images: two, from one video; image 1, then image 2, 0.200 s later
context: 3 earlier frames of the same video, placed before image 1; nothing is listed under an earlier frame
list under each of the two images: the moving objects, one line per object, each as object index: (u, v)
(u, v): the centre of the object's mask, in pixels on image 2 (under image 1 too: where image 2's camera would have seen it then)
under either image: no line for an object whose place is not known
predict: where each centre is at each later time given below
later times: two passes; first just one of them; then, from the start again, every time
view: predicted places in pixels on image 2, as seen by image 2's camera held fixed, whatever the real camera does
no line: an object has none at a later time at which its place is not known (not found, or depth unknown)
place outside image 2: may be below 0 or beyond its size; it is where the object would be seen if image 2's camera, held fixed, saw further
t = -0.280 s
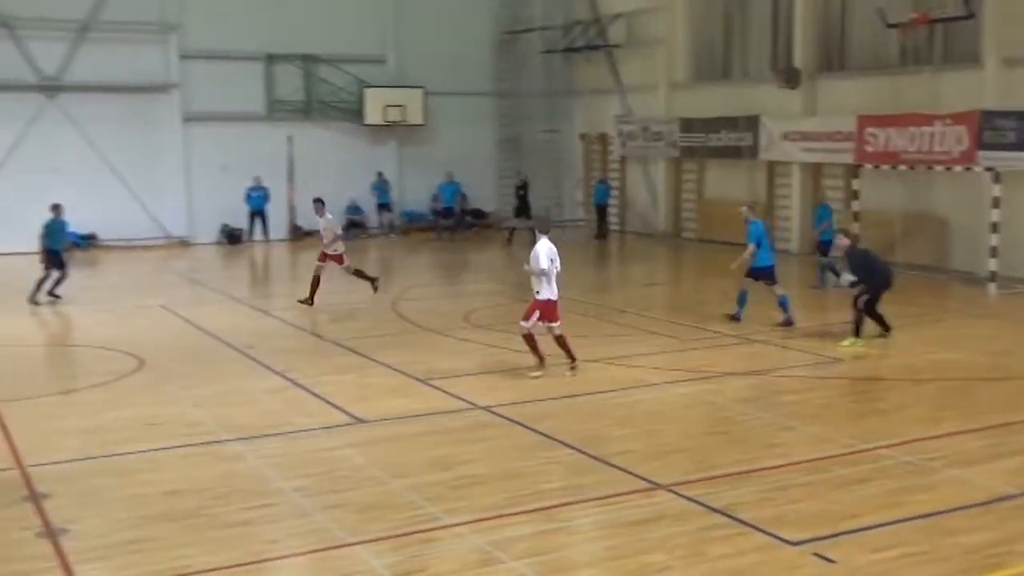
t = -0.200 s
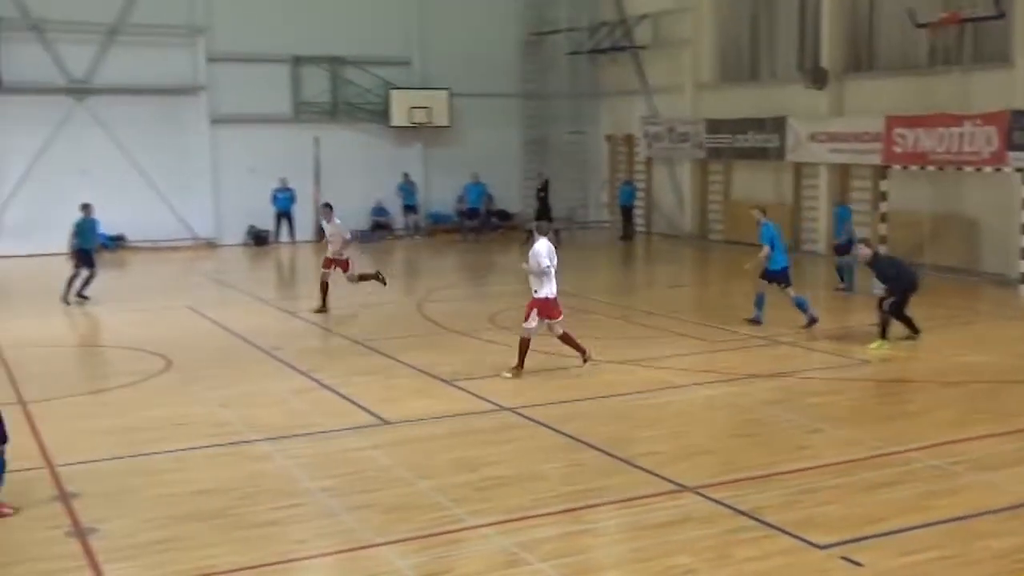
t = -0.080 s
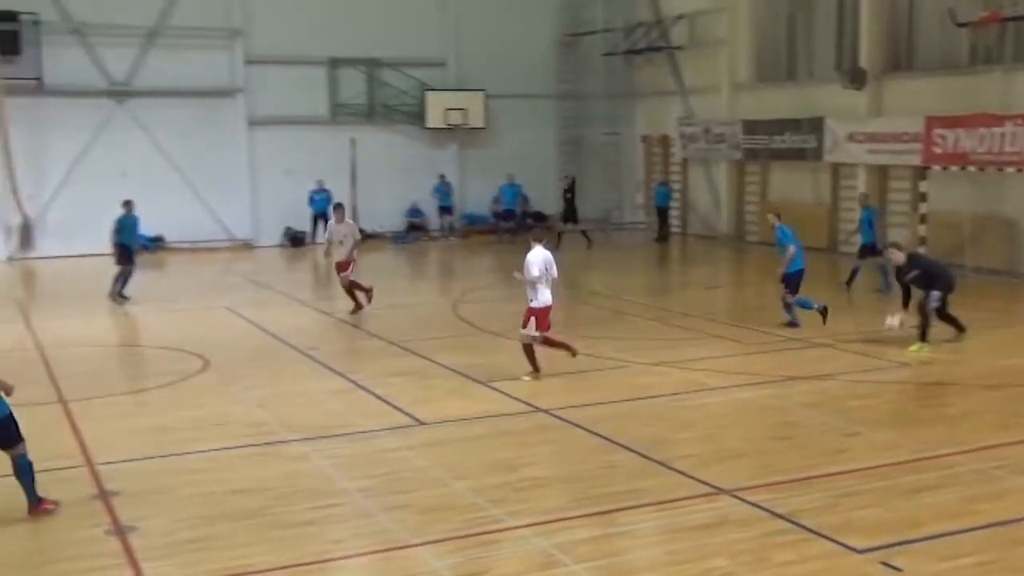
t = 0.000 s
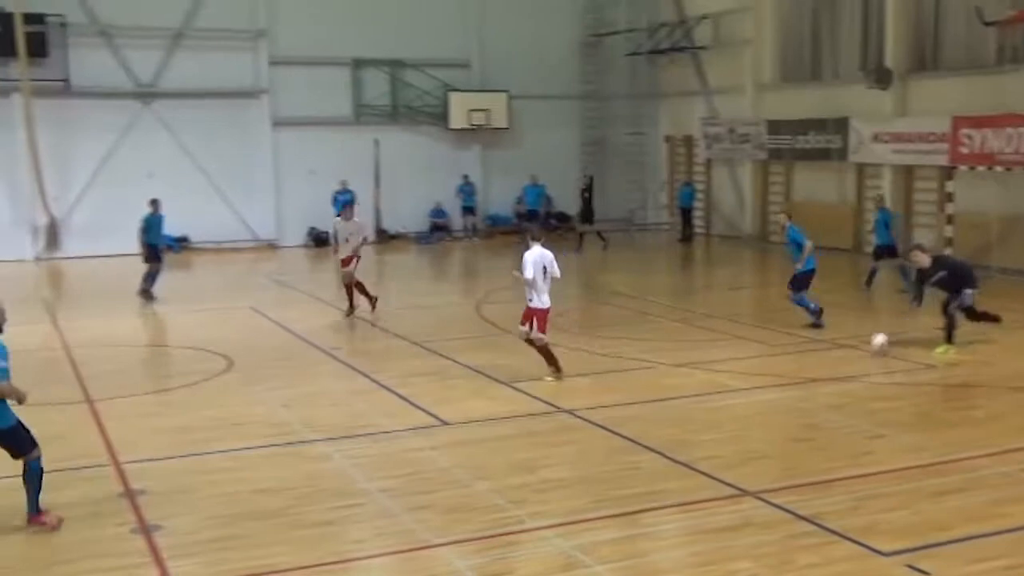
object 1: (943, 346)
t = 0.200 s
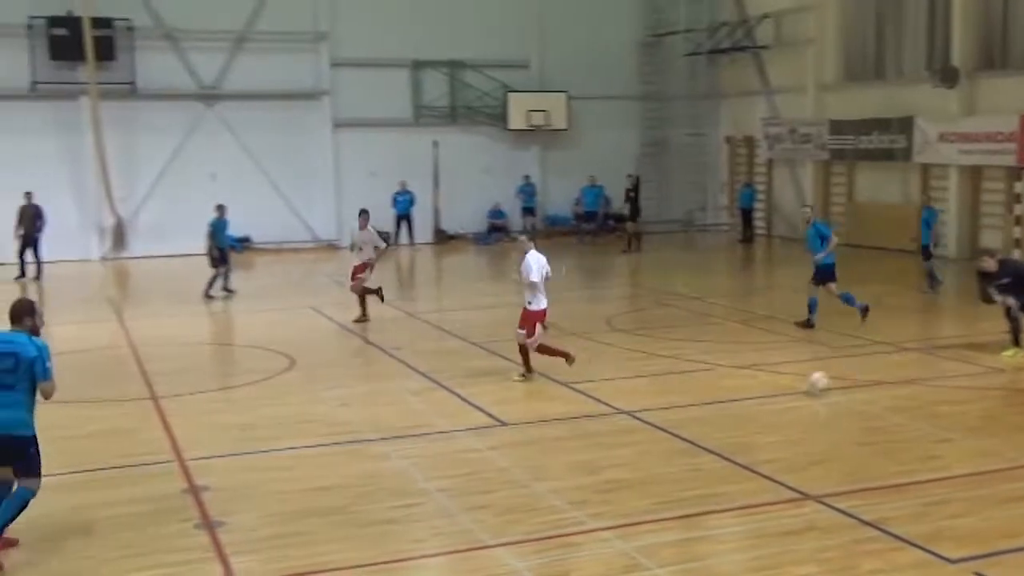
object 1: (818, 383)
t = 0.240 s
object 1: (791, 391)
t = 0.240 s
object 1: (791, 391)
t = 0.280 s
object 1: (759, 404)
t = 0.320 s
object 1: (728, 411)
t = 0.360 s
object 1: (698, 418)
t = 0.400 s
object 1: (664, 429)
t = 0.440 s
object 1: (629, 436)
